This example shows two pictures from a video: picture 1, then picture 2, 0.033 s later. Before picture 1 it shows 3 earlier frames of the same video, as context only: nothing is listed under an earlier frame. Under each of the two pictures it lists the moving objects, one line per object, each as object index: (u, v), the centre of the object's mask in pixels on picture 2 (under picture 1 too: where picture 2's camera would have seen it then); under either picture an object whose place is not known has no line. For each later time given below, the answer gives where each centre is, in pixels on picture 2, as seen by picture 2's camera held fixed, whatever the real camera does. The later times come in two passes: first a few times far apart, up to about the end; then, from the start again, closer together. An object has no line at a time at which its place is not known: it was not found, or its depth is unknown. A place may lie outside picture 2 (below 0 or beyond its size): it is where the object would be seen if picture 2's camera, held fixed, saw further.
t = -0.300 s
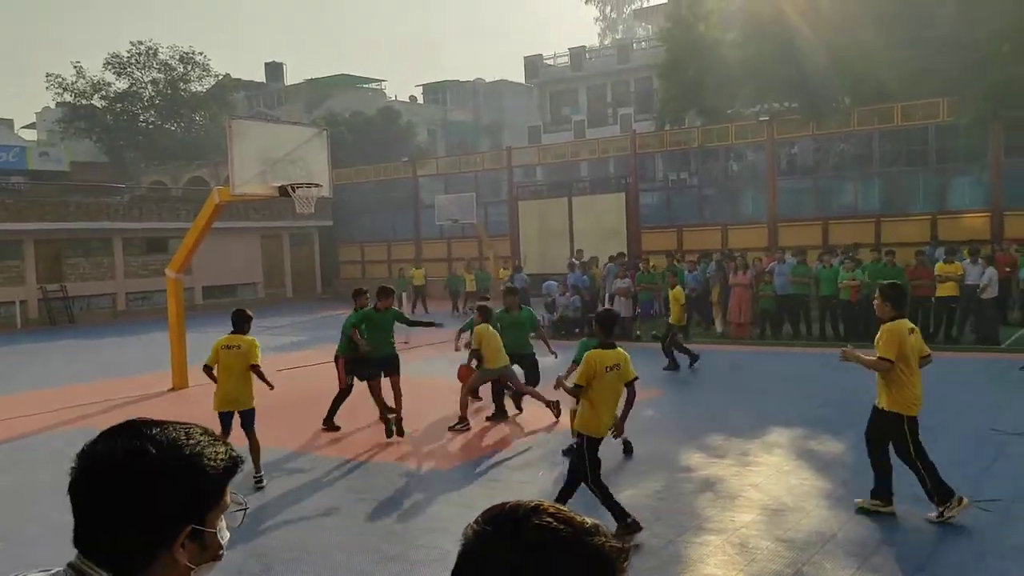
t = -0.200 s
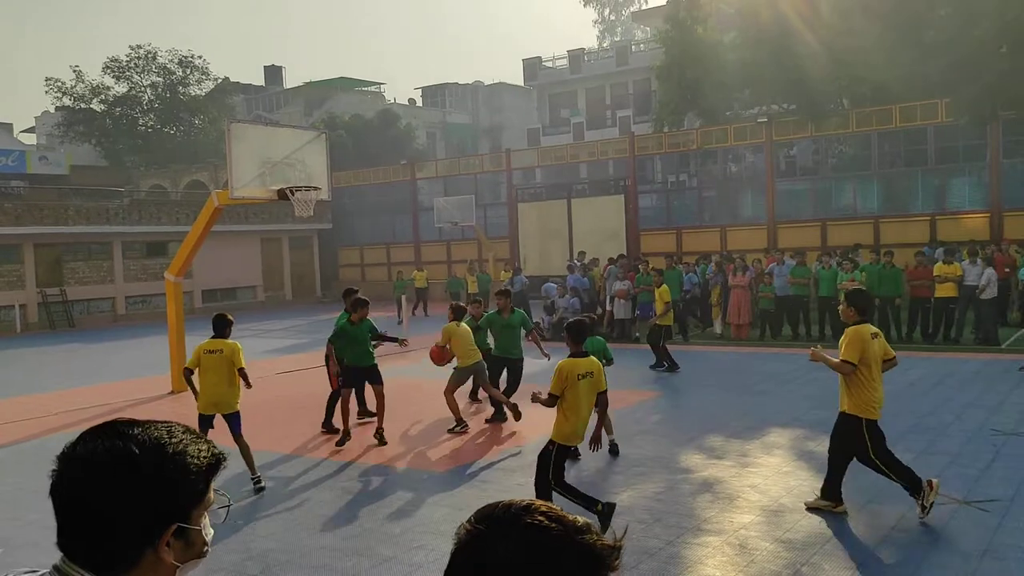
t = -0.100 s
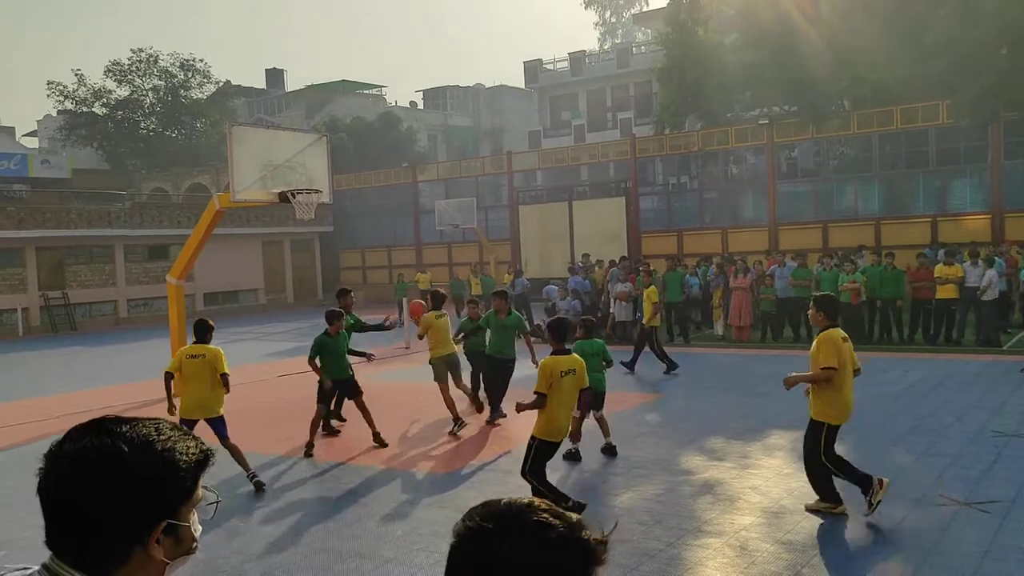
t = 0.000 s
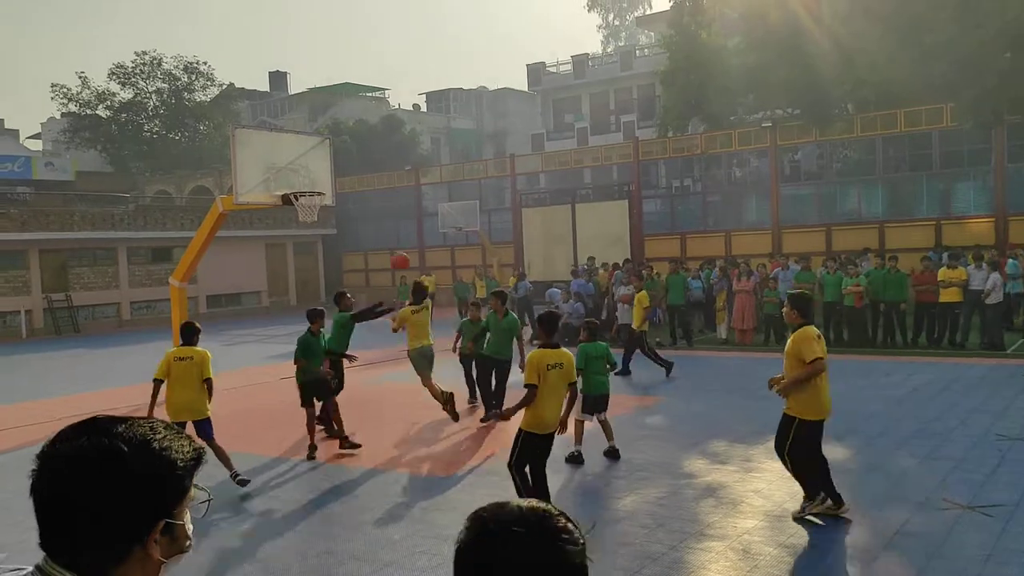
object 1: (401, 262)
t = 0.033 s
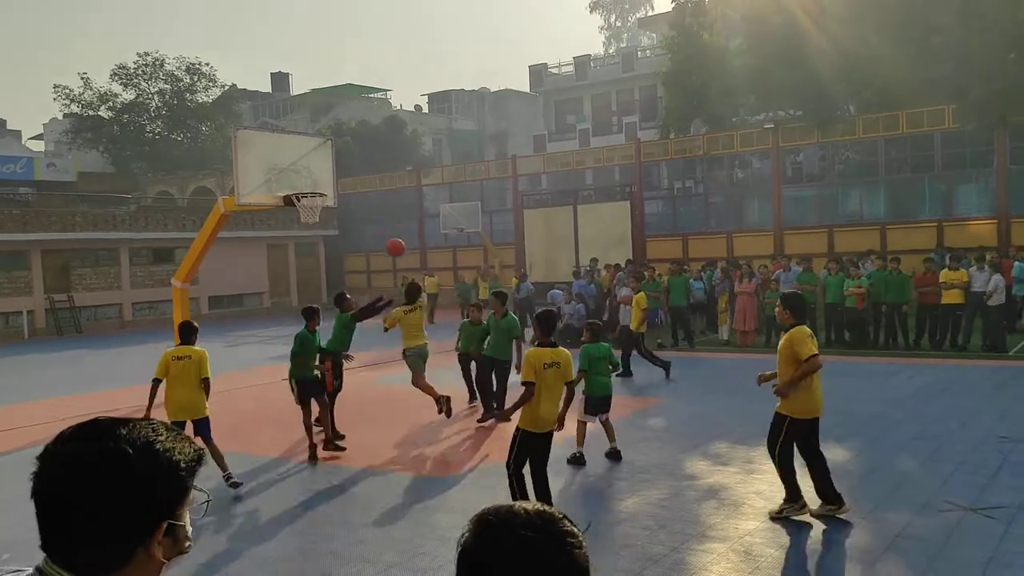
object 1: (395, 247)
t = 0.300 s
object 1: (346, 165)
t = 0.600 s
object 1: (300, 141)
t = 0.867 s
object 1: (265, 176)
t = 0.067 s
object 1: (389, 233)
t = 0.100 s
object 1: (383, 221)
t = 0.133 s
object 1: (377, 209)
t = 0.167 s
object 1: (371, 199)
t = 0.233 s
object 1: (358, 180)
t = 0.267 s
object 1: (353, 172)
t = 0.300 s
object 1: (346, 165)
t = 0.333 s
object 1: (341, 159)
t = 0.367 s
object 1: (335, 153)
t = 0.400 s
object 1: (330, 149)
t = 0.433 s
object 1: (325, 145)
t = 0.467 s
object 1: (320, 143)
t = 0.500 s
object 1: (315, 141)
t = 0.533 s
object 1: (310, 141)
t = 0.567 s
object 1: (305, 140)
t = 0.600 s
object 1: (300, 141)
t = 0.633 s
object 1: (296, 143)
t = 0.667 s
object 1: (291, 145)
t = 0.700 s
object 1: (287, 148)
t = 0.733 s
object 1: (282, 152)
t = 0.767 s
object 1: (278, 157)
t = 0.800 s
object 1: (273, 162)
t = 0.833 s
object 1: (269, 169)
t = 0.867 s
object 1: (265, 176)
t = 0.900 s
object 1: (268, 179)
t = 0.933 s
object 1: (271, 184)
